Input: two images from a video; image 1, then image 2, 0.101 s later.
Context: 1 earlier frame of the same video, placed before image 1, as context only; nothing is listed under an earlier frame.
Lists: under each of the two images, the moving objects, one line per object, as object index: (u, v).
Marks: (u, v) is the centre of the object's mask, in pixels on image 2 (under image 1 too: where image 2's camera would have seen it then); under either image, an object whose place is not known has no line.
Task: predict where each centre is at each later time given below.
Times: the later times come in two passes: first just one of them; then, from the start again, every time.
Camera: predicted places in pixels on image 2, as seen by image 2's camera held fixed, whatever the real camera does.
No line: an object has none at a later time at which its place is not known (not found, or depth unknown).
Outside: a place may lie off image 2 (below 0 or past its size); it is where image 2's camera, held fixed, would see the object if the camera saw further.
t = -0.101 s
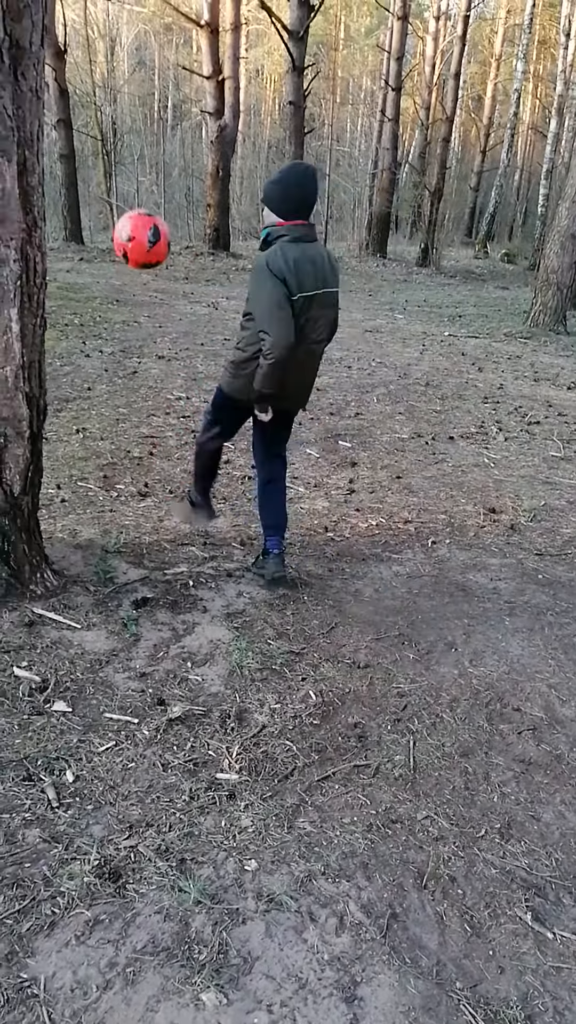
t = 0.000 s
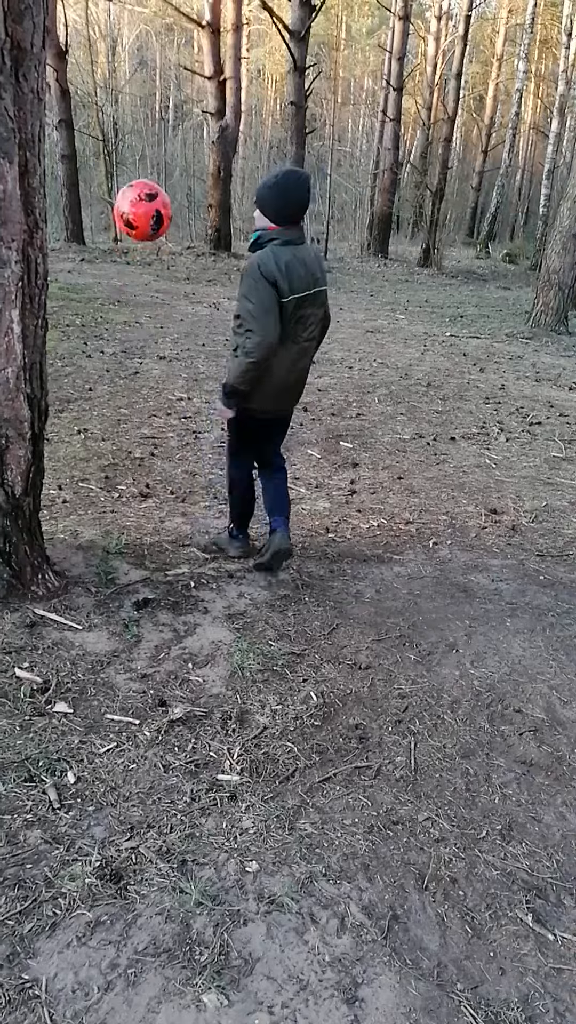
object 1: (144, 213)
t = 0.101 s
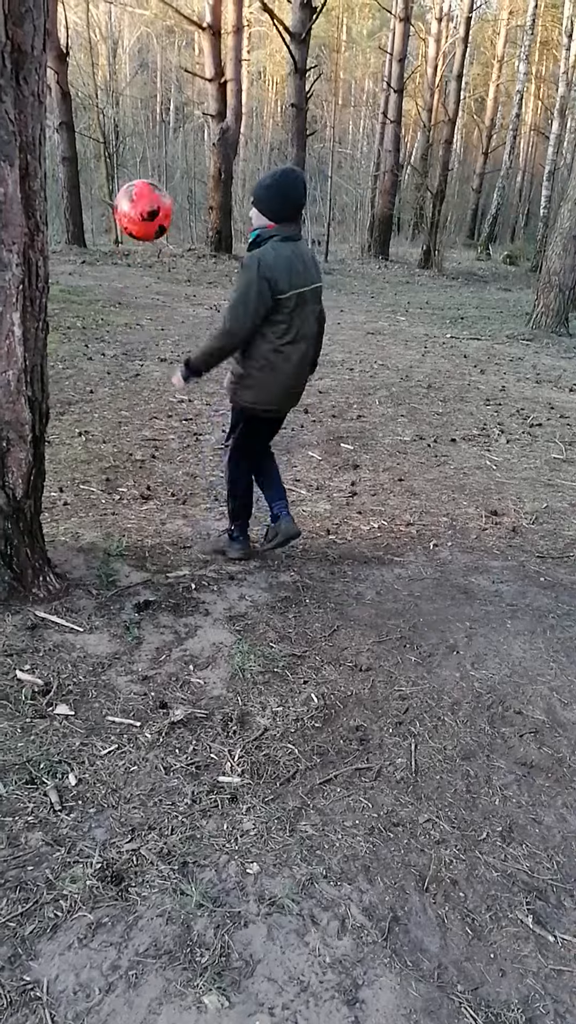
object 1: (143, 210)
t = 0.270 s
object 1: (143, 266)
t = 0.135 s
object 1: (143, 215)
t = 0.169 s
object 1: (143, 224)
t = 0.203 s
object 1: (143, 235)
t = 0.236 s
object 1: (143, 249)
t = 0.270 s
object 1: (143, 266)
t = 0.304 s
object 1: (143, 285)
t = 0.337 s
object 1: (144, 307)
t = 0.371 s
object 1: (143, 333)
